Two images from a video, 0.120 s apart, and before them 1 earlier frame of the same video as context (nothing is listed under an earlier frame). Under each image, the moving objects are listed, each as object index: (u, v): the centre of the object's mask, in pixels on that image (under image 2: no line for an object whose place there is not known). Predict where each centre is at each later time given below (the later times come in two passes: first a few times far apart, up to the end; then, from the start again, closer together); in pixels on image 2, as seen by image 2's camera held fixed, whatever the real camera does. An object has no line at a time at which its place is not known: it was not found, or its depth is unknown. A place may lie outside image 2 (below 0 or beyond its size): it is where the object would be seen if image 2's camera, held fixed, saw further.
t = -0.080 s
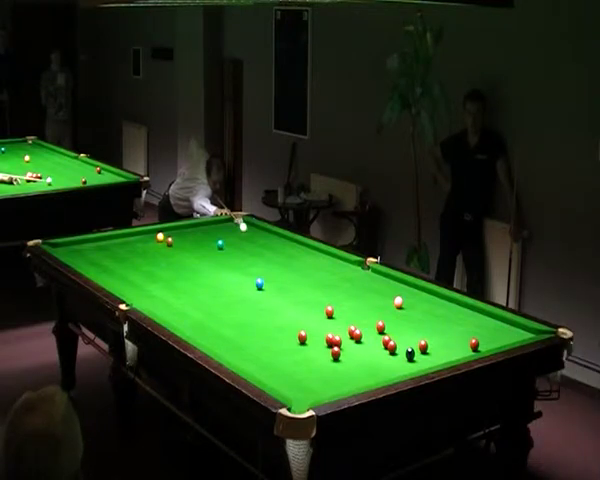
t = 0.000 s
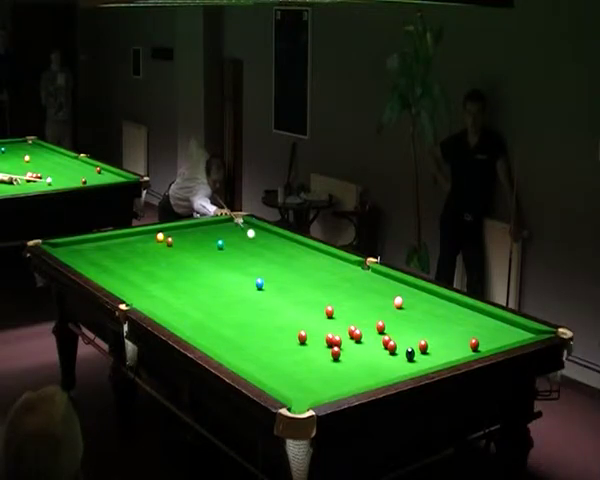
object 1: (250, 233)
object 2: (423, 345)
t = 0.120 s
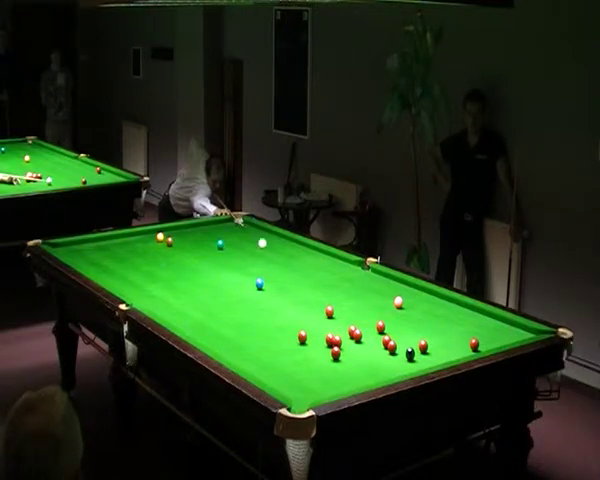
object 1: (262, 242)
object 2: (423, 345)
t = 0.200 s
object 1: (270, 249)
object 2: (423, 345)
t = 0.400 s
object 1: (290, 266)
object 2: (423, 345)
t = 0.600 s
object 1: (314, 286)
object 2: (423, 345)
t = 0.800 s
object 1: (341, 309)
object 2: (423, 345)
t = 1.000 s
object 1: (372, 336)
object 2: (423, 345)
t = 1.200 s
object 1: (375, 362)
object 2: (424, 346)
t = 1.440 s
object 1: (345, 377)
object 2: (447, 349)
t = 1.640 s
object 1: (295, 372)
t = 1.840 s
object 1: (247, 365)
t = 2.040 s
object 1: (244, 353)
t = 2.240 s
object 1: (244, 339)
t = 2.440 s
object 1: (245, 327)
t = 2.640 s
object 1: (246, 315)
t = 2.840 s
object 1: (246, 305)
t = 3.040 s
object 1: (247, 296)
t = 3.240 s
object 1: (247, 287)
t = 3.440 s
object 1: (248, 279)
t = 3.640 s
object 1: (248, 272)
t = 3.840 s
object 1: (248, 265)
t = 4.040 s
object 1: (249, 259)
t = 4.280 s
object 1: (249, 252)
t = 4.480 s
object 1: (249, 246)
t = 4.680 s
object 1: (249, 241)
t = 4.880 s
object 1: (249, 237)
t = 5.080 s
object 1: (249, 233)
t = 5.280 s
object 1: (249, 229)
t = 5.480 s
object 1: (249, 225)
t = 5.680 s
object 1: (246, 222)
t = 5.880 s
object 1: (238, 220)
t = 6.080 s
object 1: (230, 219)
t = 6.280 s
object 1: (226, 219)
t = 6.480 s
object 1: (225, 221)
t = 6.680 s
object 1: (225, 222)
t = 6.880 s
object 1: (225, 224)
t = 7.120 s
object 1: (225, 225)
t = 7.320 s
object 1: (225, 226)
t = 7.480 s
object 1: (225, 227)
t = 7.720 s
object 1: (225, 228)
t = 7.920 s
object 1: (225, 229)
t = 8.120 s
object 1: (225, 230)
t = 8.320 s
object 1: (225, 230)
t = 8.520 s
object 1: (225, 231)
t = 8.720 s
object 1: (225, 231)
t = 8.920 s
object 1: (225, 231)
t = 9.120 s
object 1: (225, 231)
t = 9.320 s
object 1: (225, 231)
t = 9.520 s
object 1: (225, 231)
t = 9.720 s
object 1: (225, 231)
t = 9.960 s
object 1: (225, 231)
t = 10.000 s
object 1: (225, 231)
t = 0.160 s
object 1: (266, 245)
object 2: (423, 345)
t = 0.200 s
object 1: (270, 249)
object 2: (423, 345)
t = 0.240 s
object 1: (274, 252)
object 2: (423, 345)
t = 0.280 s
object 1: (278, 255)
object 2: (423, 345)
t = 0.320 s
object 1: (282, 259)
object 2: (423, 345)
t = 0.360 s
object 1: (286, 263)
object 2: (423, 345)
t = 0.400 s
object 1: (290, 266)
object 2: (423, 345)
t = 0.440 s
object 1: (295, 270)
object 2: (423, 345)
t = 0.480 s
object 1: (300, 274)
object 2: (423, 345)
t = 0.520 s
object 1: (304, 278)
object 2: (423, 345)
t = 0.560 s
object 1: (309, 282)
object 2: (423, 345)
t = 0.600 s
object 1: (314, 286)
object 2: (423, 345)
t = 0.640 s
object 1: (319, 290)
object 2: (423, 345)
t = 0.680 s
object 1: (325, 295)
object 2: (423, 345)
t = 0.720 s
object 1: (330, 299)
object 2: (423, 345)
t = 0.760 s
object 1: (335, 304)
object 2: (423, 345)
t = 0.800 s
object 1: (341, 309)
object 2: (423, 345)
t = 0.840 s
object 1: (347, 314)
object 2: (423, 345)
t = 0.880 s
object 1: (353, 319)
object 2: (423, 345)
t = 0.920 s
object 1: (360, 324)
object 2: (423, 345)
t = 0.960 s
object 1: (365, 329)
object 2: (423, 345)
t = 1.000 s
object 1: (372, 336)
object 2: (423, 345)
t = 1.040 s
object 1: (377, 341)
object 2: (423, 345)
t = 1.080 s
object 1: (376, 346)
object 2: (423, 345)
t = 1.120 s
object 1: (375, 351)
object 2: (423, 345)
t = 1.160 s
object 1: (375, 357)
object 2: (423, 345)
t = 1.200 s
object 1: (375, 362)
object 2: (424, 346)
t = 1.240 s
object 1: (376, 368)
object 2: (429, 346)
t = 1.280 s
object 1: (376, 373)
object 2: (433, 347)
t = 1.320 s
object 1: (377, 377)
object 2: (437, 348)
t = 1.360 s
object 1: (368, 378)
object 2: (440, 348)
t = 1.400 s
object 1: (356, 378)
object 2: (444, 349)
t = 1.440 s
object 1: (345, 377)
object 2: (447, 349)
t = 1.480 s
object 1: (335, 376)
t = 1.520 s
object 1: (325, 375)
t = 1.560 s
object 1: (314, 374)
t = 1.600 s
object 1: (304, 373)
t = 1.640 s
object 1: (295, 372)
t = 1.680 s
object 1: (285, 371)
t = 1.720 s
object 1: (276, 369)
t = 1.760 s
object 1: (266, 368)
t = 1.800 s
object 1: (257, 366)
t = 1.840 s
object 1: (247, 365)
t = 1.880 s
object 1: (243, 363)
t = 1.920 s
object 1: (243, 360)
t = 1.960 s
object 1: (244, 358)
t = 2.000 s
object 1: (244, 355)
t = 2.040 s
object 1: (244, 353)
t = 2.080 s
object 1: (244, 350)
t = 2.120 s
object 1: (244, 347)
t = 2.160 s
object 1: (244, 344)
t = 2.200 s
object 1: (244, 342)
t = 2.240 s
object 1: (244, 339)
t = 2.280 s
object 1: (245, 337)
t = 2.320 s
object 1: (245, 334)
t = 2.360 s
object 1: (245, 332)
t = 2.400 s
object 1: (245, 329)
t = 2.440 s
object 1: (245, 327)
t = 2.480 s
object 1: (245, 325)
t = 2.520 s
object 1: (246, 322)
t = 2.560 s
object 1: (246, 320)
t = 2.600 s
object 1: (246, 318)
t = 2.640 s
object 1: (246, 315)
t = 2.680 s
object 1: (246, 314)
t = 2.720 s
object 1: (246, 311)
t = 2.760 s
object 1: (246, 310)
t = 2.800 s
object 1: (246, 308)
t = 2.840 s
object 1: (246, 305)
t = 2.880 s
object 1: (247, 303)
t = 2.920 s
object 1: (247, 302)
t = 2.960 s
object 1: (247, 300)
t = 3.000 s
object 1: (247, 298)
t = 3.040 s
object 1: (247, 296)
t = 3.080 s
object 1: (247, 294)
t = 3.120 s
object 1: (247, 293)
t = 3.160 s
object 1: (247, 291)
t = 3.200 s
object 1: (247, 289)
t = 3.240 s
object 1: (247, 287)
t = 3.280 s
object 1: (248, 286)
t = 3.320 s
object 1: (248, 285)
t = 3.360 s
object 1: (248, 282)
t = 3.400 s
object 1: (248, 281)
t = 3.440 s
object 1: (248, 279)
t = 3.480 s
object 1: (248, 278)
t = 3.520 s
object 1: (248, 276)
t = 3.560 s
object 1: (248, 275)
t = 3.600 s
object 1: (248, 273)
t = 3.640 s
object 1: (248, 272)
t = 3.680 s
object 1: (248, 271)
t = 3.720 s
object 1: (248, 269)
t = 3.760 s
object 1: (248, 268)
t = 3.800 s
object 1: (248, 266)
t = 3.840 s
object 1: (248, 265)
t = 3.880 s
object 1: (248, 264)
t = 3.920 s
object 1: (248, 263)
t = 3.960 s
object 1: (249, 261)
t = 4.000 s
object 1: (249, 260)
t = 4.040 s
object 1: (249, 259)
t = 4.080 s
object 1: (249, 258)
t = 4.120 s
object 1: (249, 256)
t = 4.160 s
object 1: (249, 255)
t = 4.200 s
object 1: (249, 254)
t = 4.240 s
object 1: (249, 253)
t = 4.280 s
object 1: (249, 252)
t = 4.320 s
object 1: (249, 251)
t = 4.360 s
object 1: (249, 250)
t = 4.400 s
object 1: (249, 249)
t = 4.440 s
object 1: (249, 247)
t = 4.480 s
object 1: (249, 246)
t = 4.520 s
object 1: (249, 246)
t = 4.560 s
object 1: (249, 245)
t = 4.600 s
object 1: (249, 244)
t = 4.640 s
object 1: (249, 243)
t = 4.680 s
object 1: (249, 241)
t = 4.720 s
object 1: (249, 241)
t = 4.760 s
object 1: (249, 240)
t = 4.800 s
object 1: (249, 239)
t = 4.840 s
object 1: (249, 238)
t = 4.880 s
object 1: (249, 237)
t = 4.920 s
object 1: (249, 236)
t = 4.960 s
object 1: (249, 235)
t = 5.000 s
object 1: (249, 234)
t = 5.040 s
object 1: (249, 233)
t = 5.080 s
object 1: (249, 233)
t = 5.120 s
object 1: (249, 232)
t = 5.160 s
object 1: (249, 231)
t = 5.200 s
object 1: (249, 230)
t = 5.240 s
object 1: (249, 229)
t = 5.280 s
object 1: (249, 229)
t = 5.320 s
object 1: (249, 228)
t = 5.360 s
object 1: (249, 227)
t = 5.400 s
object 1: (249, 226)
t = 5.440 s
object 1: (249, 225)
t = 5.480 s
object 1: (249, 225)
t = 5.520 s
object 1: (249, 224)
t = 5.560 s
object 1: (249, 223)
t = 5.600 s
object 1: (249, 223)
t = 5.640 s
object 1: (248, 222)
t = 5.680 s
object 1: (246, 222)
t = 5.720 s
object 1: (244, 222)
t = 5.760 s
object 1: (243, 221)
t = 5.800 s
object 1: (241, 221)
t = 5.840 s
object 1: (239, 221)
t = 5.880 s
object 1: (238, 220)
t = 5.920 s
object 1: (236, 220)
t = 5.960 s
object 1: (235, 220)
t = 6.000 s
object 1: (233, 219)
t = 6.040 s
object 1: (231, 219)
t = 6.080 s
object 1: (230, 219)
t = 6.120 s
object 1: (228, 219)
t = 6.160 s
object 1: (227, 219)
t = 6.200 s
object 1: (226, 219)
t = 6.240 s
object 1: (226, 219)
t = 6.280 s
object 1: (226, 219)
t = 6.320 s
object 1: (225, 219)
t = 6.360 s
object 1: (226, 219)
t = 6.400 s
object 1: (225, 220)
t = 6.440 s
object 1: (225, 220)
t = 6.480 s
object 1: (225, 221)
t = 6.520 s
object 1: (225, 221)
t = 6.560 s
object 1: (225, 221)
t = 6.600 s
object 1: (225, 221)
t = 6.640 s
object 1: (225, 222)
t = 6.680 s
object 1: (225, 222)
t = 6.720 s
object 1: (225, 223)
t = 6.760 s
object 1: (225, 223)
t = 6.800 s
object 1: (225, 223)
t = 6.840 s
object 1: (225, 223)
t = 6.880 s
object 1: (225, 224)
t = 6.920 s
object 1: (225, 224)
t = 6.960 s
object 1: (225, 224)
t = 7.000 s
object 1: (225, 224)
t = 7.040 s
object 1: (225, 225)
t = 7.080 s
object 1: (225, 225)
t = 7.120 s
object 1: (225, 225)
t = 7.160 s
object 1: (225, 225)
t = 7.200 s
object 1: (225, 225)
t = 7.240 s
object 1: (225, 226)
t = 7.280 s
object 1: (225, 226)
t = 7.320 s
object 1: (225, 226)
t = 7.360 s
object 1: (225, 226)
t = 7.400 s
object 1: (225, 227)
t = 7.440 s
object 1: (225, 227)
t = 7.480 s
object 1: (225, 227)
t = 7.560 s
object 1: (225, 227)
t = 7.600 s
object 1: (225, 228)
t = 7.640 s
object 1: (225, 228)
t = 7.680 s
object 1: (225, 228)
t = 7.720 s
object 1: (225, 228)
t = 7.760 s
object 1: (225, 228)
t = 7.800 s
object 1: (225, 229)
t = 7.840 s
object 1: (225, 229)
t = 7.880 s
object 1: (225, 229)
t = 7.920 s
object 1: (225, 229)
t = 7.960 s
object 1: (225, 229)
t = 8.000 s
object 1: (225, 229)
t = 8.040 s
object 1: (225, 229)
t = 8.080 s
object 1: (225, 230)
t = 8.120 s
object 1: (225, 230)
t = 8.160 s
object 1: (225, 230)
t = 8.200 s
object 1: (225, 230)
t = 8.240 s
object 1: (225, 230)
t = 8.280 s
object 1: (225, 230)
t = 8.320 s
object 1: (225, 230)
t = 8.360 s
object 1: (225, 230)
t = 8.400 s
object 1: (225, 231)
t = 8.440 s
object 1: (225, 231)
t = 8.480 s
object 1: (225, 231)
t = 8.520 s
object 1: (225, 231)
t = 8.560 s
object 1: (225, 231)
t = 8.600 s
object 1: (225, 231)
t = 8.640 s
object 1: (225, 231)
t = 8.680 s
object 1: (225, 231)
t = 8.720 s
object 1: (225, 231)
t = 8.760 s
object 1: (225, 231)
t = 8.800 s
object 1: (225, 231)
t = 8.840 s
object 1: (225, 231)
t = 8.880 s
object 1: (225, 231)
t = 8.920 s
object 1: (225, 231)
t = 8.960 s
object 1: (225, 231)
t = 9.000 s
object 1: (225, 231)
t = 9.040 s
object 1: (225, 231)
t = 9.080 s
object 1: (225, 231)
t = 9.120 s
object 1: (225, 231)
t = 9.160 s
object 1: (225, 231)
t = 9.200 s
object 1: (225, 231)
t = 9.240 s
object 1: (225, 231)
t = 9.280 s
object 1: (225, 231)
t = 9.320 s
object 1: (225, 231)
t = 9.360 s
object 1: (225, 231)
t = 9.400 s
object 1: (225, 231)
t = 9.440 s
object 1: (225, 231)
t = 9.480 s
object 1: (225, 231)
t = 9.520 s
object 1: (225, 231)
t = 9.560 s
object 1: (225, 231)
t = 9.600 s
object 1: (225, 231)
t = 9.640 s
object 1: (225, 231)
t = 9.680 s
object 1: (225, 231)
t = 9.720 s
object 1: (225, 231)
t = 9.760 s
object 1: (225, 231)
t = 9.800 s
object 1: (225, 231)
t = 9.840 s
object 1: (225, 231)
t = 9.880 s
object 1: (225, 231)
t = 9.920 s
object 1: (225, 231)
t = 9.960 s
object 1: (225, 231)
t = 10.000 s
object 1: (225, 231)
